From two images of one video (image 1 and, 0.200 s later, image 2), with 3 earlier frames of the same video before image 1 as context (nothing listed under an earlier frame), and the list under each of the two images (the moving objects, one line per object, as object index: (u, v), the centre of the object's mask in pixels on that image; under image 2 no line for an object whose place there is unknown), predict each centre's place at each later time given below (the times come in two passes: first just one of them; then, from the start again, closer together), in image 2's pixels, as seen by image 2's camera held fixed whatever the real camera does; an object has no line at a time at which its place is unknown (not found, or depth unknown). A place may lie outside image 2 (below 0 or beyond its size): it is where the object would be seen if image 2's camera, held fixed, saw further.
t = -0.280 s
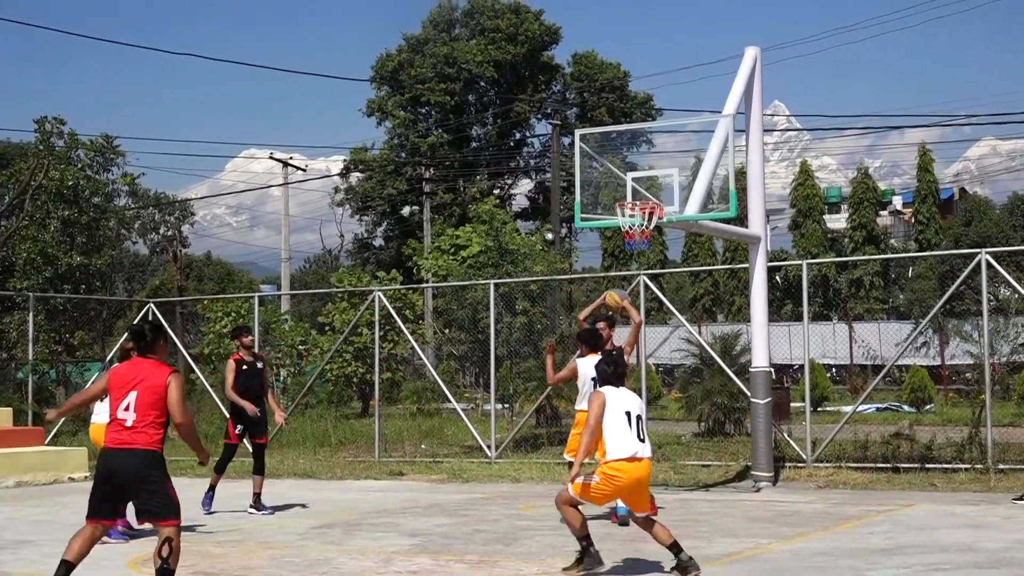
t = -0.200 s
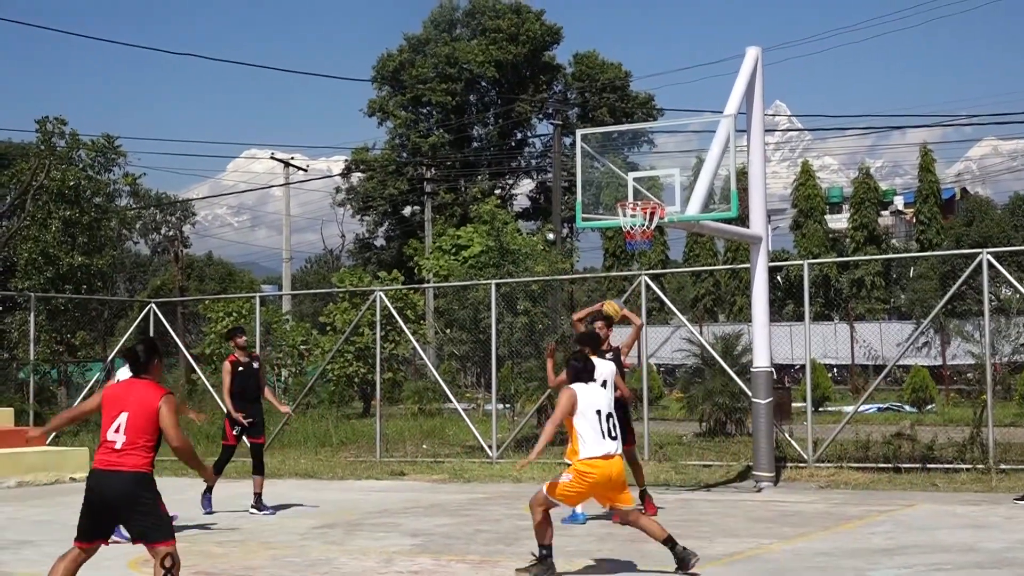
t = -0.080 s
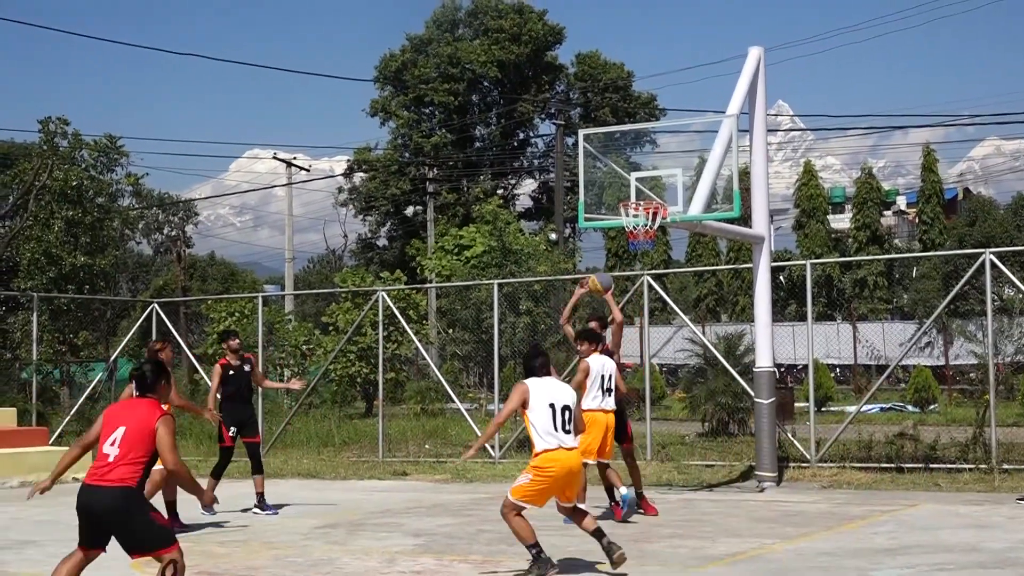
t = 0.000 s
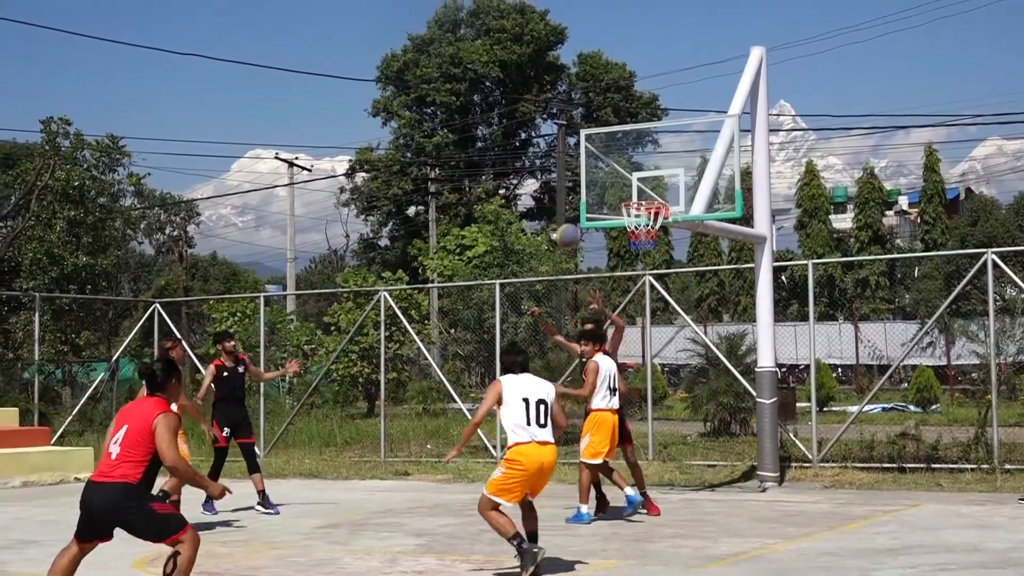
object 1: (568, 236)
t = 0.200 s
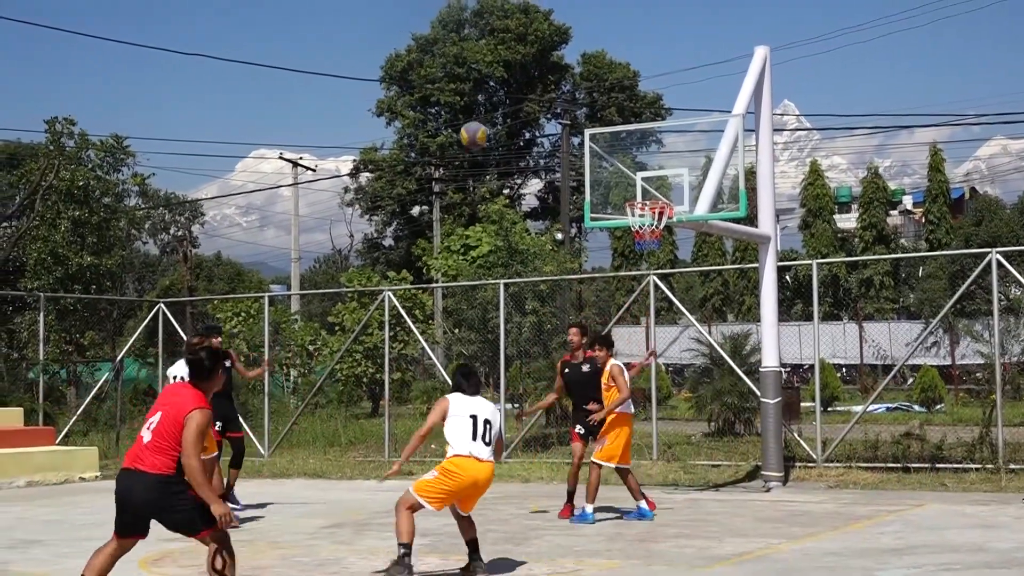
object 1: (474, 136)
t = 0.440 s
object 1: (333, 55)
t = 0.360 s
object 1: (382, 76)
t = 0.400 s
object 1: (358, 65)
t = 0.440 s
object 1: (333, 55)
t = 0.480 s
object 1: (305, 47)
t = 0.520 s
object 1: (278, 41)
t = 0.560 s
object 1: (249, 37)
